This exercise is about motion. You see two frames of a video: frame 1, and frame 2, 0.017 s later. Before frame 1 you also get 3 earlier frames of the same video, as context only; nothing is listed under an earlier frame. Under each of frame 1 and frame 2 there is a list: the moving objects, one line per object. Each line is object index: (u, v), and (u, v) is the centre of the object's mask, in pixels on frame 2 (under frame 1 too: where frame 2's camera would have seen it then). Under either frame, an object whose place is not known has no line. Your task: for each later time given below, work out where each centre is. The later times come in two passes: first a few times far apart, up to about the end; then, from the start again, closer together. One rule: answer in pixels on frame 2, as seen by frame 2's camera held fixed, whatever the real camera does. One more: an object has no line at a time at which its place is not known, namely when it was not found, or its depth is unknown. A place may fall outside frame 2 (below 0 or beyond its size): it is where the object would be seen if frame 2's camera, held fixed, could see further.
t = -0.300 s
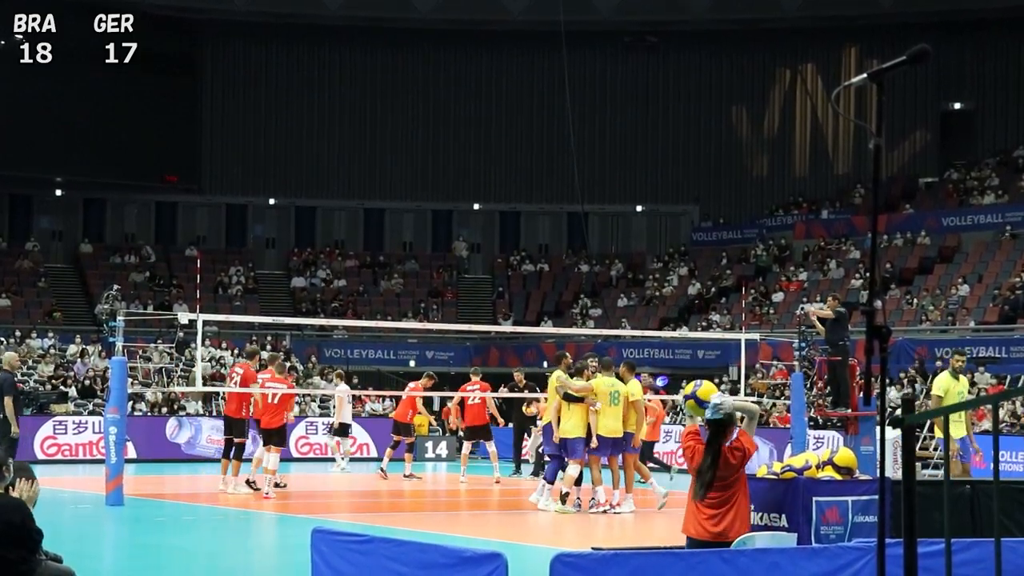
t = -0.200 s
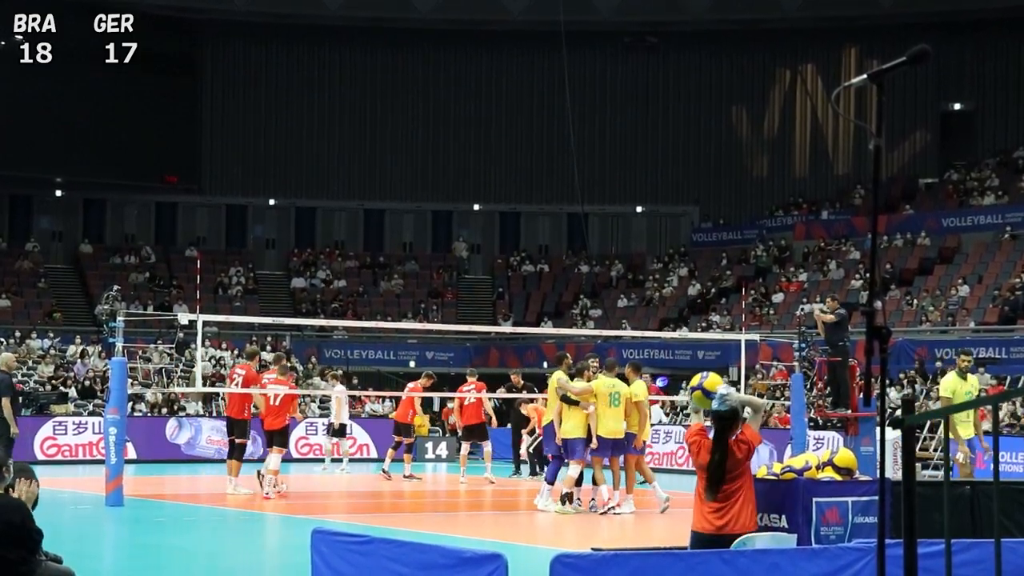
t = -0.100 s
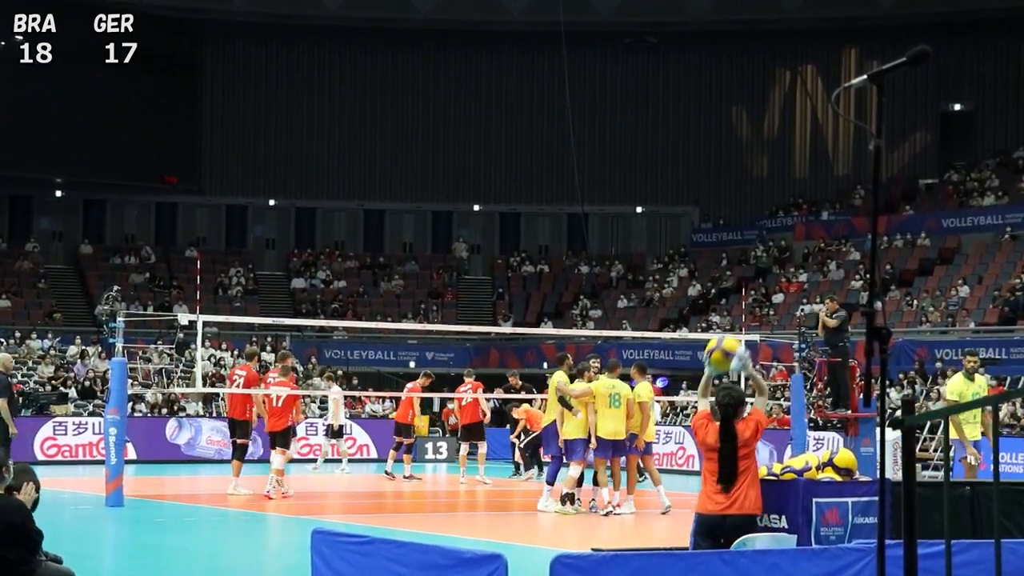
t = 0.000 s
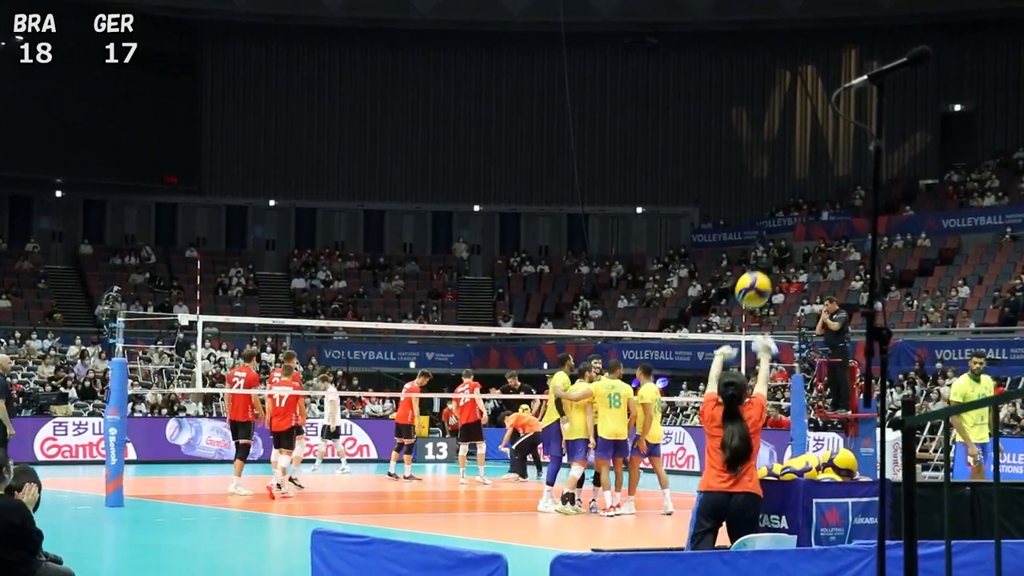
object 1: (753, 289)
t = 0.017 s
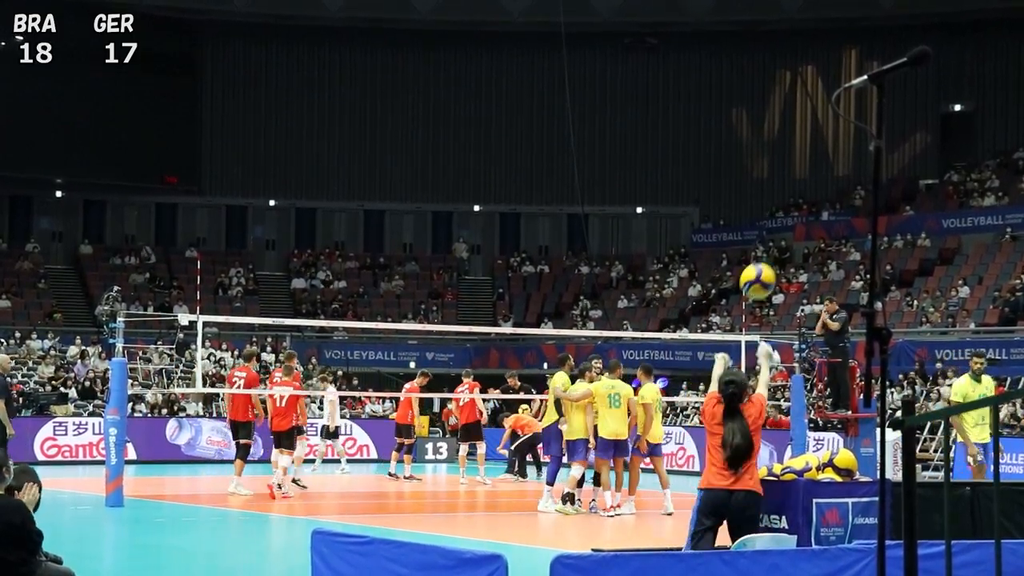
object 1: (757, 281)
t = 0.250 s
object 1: (811, 215)
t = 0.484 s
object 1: (852, 229)
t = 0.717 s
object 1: (886, 304)
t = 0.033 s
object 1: (762, 273)
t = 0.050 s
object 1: (766, 265)
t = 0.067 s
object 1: (770, 258)
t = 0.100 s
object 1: (778, 246)
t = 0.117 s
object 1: (782, 241)
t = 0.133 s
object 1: (786, 236)
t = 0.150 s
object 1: (790, 232)
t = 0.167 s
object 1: (794, 228)
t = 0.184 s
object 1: (798, 225)
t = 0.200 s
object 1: (801, 222)
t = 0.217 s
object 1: (804, 219)
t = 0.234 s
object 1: (808, 217)
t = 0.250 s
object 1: (811, 215)
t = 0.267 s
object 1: (815, 214)
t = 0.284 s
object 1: (818, 213)
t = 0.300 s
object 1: (821, 212)
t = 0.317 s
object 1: (824, 212)
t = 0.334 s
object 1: (827, 212)
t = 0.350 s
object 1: (830, 213)
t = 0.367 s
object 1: (833, 213)
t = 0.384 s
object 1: (836, 215)
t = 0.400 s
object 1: (839, 216)
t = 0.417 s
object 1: (841, 218)
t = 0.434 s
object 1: (844, 220)
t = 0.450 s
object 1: (847, 223)
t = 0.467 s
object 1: (850, 226)
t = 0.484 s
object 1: (852, 229)
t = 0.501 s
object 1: (855, 232)
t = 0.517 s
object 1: (857, 236)
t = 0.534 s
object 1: (859, 240)
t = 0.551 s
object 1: (860, 244)
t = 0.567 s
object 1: (862, 249)
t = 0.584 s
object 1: (863, 254)
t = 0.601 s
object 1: (869, 260)
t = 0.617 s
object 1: (870, 265)
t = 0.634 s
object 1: (875, 271)
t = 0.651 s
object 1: (878, 277)
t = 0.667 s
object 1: (883, 284)
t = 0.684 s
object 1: (884, 291)
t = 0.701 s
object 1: (885, 297)
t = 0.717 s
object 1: (886, 304)
